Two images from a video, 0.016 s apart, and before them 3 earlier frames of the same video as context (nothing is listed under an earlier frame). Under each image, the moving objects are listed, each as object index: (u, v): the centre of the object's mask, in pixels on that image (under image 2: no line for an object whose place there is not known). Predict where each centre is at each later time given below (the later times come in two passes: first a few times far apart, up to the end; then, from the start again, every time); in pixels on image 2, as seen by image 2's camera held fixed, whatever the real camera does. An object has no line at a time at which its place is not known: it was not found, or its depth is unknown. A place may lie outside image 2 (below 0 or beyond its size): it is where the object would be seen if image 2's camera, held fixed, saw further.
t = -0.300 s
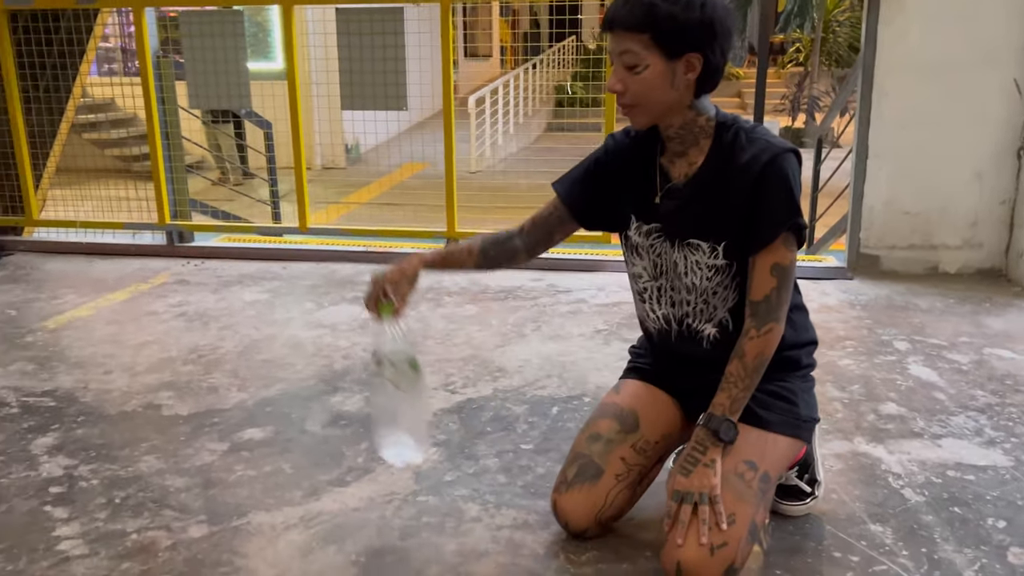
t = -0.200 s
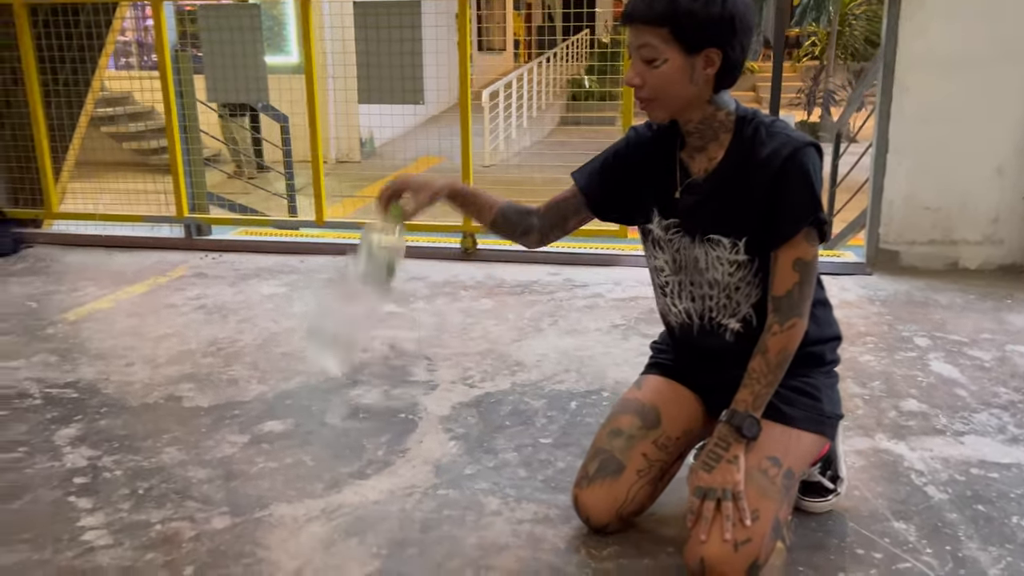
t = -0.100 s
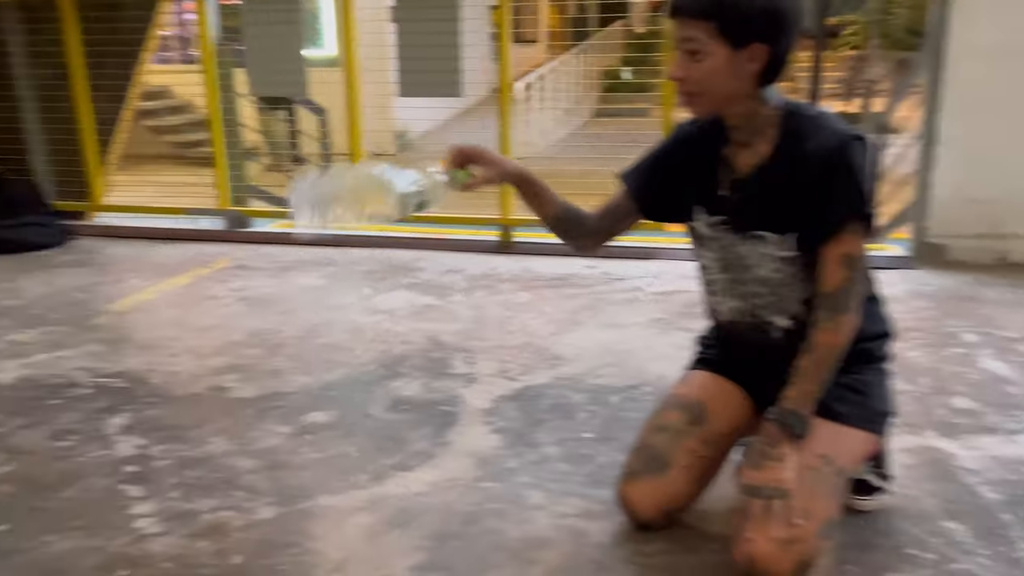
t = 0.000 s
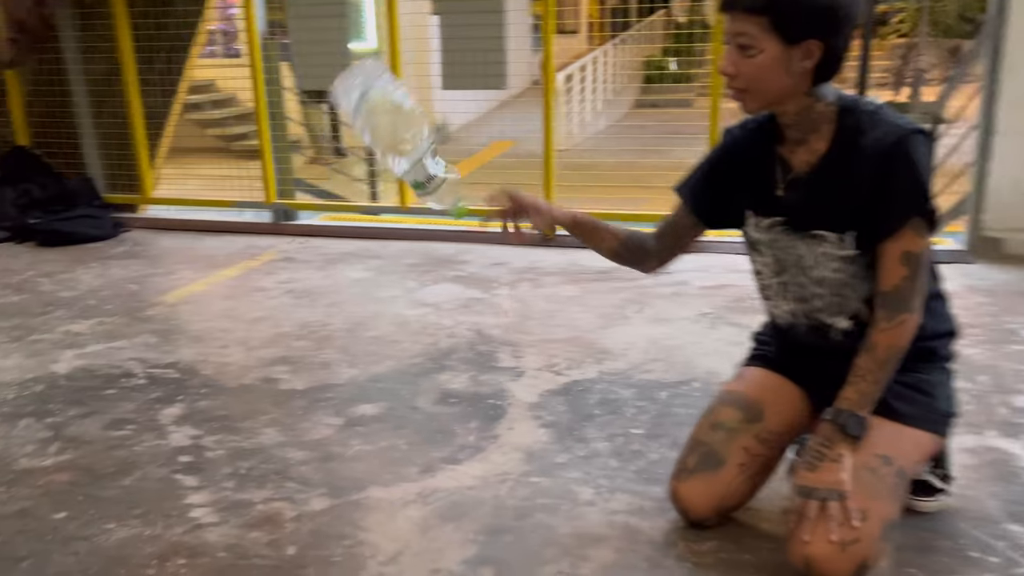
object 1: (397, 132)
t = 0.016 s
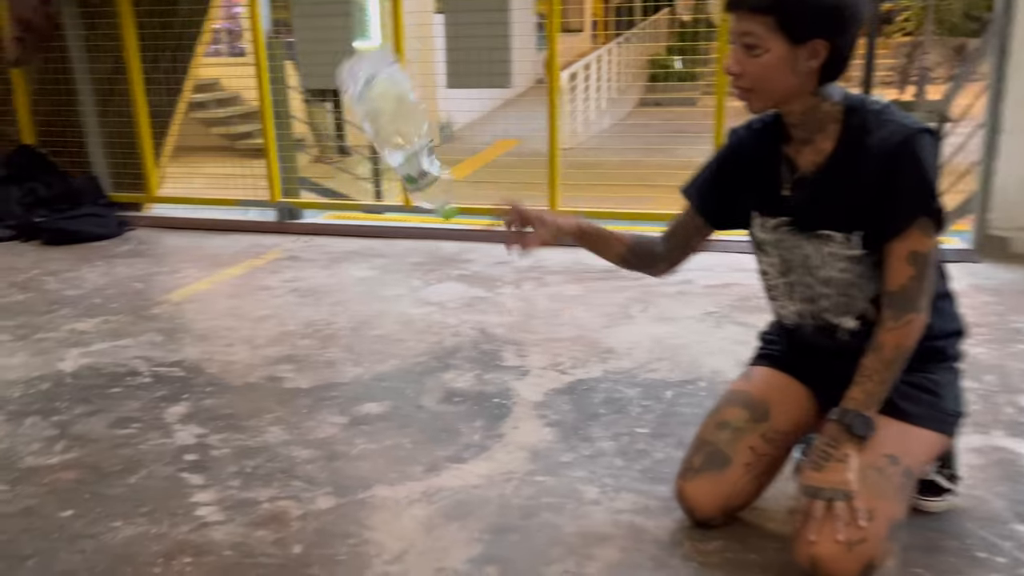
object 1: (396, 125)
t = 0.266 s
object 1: (362, 109)
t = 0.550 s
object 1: (439, 435)
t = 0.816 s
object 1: (461, 455)
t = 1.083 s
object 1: (462, 457)
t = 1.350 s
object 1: (462, 459)
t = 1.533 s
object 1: (460, 460)
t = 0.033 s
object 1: (389, 116)
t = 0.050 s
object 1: (386, 114)
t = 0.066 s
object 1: (381, 109)
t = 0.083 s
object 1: (376, 105)
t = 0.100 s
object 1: (370, 101)
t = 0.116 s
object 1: (365, 99)
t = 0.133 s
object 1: (360, 93)
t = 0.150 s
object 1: (358, 90)
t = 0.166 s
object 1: (356, 89)
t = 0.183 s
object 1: (353, 89)
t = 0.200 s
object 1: (353, 89)
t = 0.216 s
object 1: (355, 91)
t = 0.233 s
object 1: (357, 96)
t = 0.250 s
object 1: (361, 102)
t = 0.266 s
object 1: (362, 109)
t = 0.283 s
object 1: (368, 118)
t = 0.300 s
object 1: (372, 129)
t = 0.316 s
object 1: (379, 143)
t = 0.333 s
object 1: (382, 156)
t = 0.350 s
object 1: (391, 175)
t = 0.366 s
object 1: (402, 201)
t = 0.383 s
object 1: (407, 221)
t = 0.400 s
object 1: (414, 244)
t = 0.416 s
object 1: (422, 274)
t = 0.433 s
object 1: (424, 302)
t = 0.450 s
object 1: (428, 328)
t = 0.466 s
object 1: (429, 357)
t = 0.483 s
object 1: (433, 389)
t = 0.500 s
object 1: (437, 418)
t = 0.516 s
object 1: (437, 439)
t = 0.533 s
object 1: (439, 436)
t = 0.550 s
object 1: (439, 435)
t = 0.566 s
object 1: (439, 434)
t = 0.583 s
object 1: (440, 434)
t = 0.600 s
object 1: (440, 434)
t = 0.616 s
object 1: (442, 433)
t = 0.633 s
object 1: (443, 432)
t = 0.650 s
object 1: (444, 433)
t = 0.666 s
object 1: (445, 434)
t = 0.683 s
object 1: (447, 434)
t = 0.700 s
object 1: (450, 434)
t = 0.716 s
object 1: (451, 436)
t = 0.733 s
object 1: (453, 437)
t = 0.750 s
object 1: (455, 438)
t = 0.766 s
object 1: (457, 442)
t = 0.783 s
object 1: (457, 447)
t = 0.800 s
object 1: (460, 450)
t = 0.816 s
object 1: (461, 455)
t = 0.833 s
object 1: (461, 460)
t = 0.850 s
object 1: (462, 459)
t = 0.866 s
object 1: (462, 458)
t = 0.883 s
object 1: (462, 457)
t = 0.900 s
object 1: (461, 456)
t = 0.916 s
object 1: (461, 456)
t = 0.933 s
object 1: (461, 456)
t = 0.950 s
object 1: (461, 456)
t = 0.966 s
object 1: (461, 457)
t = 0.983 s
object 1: (462, 457)
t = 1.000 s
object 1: (462, 458)
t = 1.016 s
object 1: (463, 458)
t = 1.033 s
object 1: (463, 458)
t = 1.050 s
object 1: (463, 458)
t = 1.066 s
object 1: (463, 458)
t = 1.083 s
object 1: (462, 457)
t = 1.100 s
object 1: (461, 457)
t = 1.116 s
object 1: (462, 457)
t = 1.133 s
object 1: (462, 457)
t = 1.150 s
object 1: (462, 458)
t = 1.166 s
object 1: (462, 459)
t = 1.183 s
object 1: (463, 459)
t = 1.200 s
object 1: (463, 459)
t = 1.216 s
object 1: (464, 459)
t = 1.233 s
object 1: (464, 459)
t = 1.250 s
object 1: (464, 459)
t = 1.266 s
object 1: (463, 459)
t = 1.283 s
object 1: (463, 459)
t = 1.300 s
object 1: (463, 459)
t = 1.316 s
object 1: (462, 459)
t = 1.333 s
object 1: (462, 459)
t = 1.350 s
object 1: (462, 459)
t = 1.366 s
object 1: (462, 459)
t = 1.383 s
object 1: (462, 459)
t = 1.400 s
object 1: (462, 459)
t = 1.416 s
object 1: (462, 459)
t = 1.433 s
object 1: (462, 460)
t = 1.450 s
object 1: (461, 460)
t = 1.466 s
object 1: (461, 460)
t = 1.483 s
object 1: (460, 460)
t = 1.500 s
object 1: (460, 460)
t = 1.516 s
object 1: (460, 460)
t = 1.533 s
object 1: (460, 460)
